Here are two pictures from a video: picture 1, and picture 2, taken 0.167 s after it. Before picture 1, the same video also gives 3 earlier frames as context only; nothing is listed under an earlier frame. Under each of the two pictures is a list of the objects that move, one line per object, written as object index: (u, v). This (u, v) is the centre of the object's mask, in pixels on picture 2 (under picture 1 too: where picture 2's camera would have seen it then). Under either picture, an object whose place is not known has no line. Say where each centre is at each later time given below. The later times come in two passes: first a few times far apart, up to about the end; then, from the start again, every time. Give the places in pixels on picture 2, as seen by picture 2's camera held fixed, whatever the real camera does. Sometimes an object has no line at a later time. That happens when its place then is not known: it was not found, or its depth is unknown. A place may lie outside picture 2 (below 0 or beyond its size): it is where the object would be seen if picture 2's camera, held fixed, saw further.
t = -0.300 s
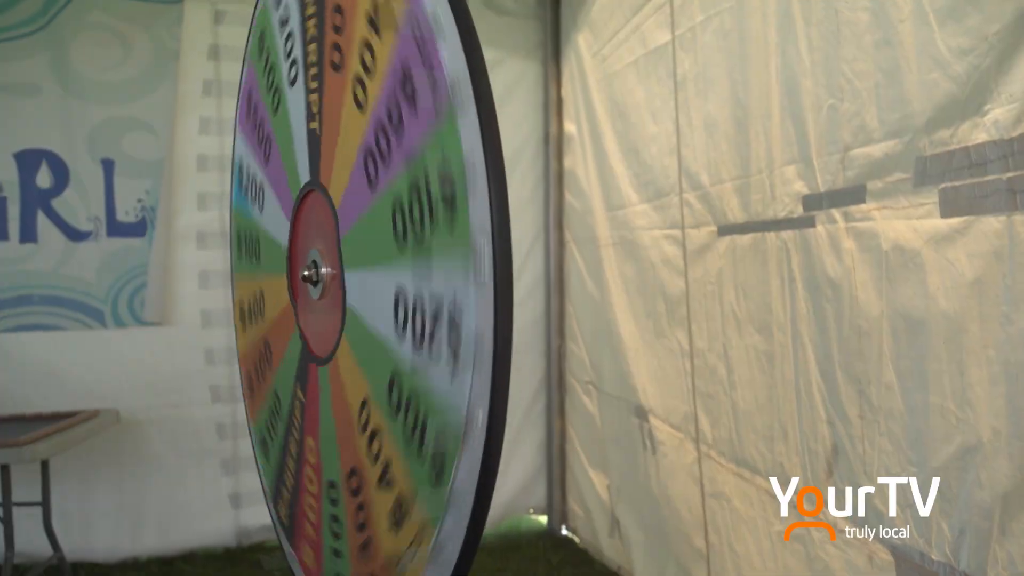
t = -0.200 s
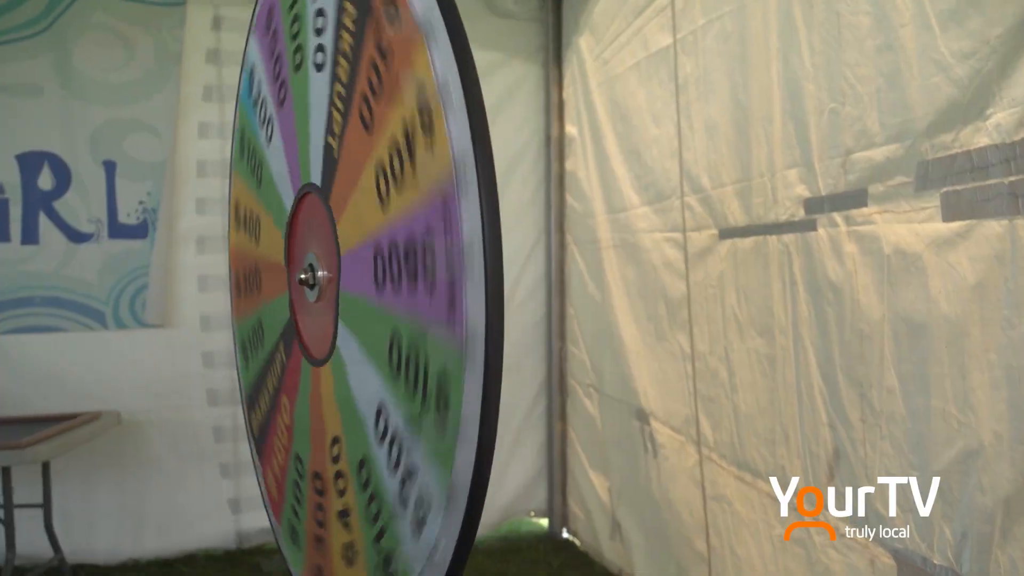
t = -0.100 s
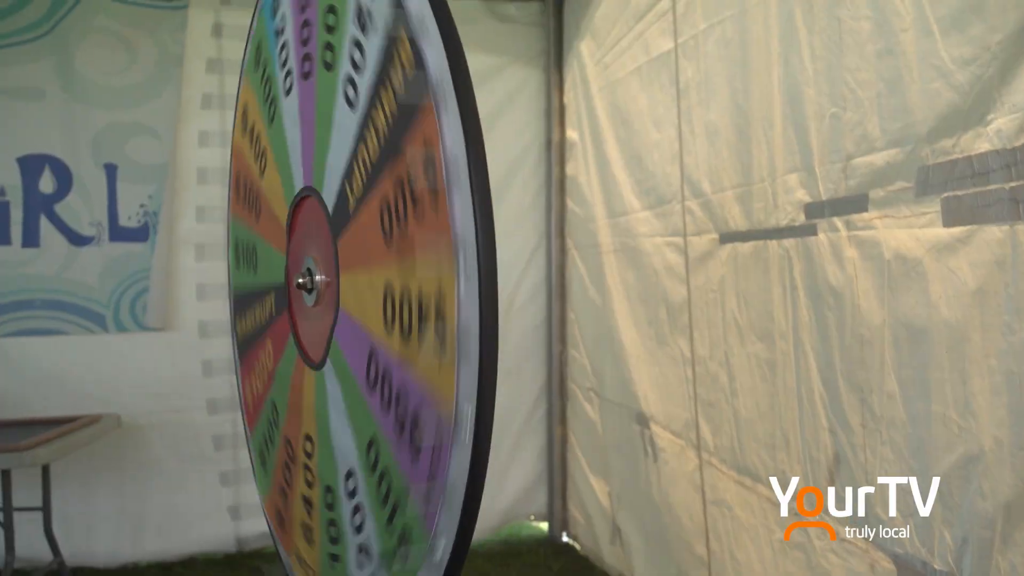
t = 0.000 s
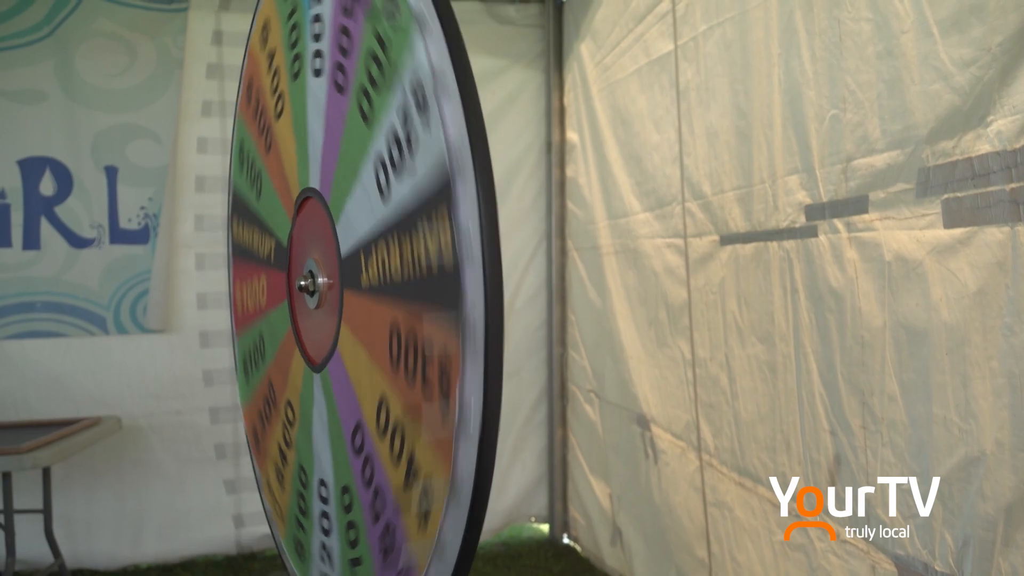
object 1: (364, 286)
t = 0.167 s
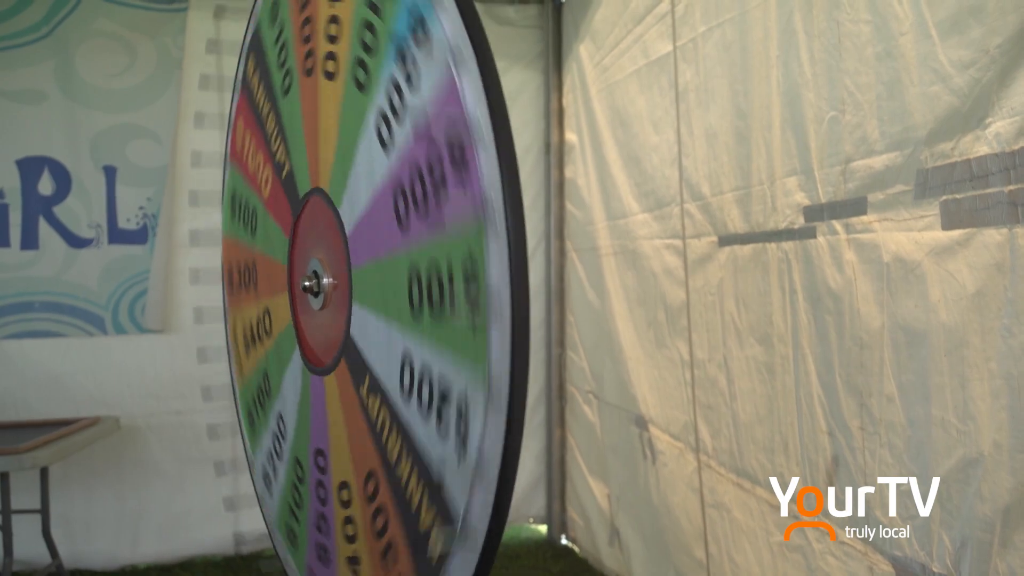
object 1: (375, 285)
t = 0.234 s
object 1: (379, 285)
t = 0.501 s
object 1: (384, 286)
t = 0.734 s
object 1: (375, 286)
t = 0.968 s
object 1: (380, 285)
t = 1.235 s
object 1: (379, 284)
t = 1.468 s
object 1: (378, 286)
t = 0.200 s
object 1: (376, 285)
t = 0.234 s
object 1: (379, 285)
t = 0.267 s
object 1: (380, 285)
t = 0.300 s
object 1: (382, 285)
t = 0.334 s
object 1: (384, 285)
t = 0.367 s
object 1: (385, 285)
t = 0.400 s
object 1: (385, 285)
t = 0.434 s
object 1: (385, 285)
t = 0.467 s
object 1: (385, 285)
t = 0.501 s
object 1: (384, 286)
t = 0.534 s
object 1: (383, 286)
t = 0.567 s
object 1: (381, 286)
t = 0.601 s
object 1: (380, 285)
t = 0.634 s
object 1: (378, 285)
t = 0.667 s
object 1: (377, 285)
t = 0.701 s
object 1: (376, 285)
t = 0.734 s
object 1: (375, 286)
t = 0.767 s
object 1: (376, 286)
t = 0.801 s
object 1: (376, 285)
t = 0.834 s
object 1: (377, 284)
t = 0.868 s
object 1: (378, 284)
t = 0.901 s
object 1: (379, 284)
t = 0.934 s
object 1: (379, 285)
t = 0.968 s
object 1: (380, 285)
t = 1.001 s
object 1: (381, 285)
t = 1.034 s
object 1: (381, 285)
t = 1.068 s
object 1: (382, 285)
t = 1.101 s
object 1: (381, 285)
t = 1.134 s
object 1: (381, 284)
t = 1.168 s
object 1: (380, 284)
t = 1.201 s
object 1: (380, 284)
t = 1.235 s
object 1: (379, 284)
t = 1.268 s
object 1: (378, 284)
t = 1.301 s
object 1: (378, 285)
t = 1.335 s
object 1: (377, 285)
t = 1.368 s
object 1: (377, 285)
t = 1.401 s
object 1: (377, 285)
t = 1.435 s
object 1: (378, 285)
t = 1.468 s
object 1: (378, 286)
